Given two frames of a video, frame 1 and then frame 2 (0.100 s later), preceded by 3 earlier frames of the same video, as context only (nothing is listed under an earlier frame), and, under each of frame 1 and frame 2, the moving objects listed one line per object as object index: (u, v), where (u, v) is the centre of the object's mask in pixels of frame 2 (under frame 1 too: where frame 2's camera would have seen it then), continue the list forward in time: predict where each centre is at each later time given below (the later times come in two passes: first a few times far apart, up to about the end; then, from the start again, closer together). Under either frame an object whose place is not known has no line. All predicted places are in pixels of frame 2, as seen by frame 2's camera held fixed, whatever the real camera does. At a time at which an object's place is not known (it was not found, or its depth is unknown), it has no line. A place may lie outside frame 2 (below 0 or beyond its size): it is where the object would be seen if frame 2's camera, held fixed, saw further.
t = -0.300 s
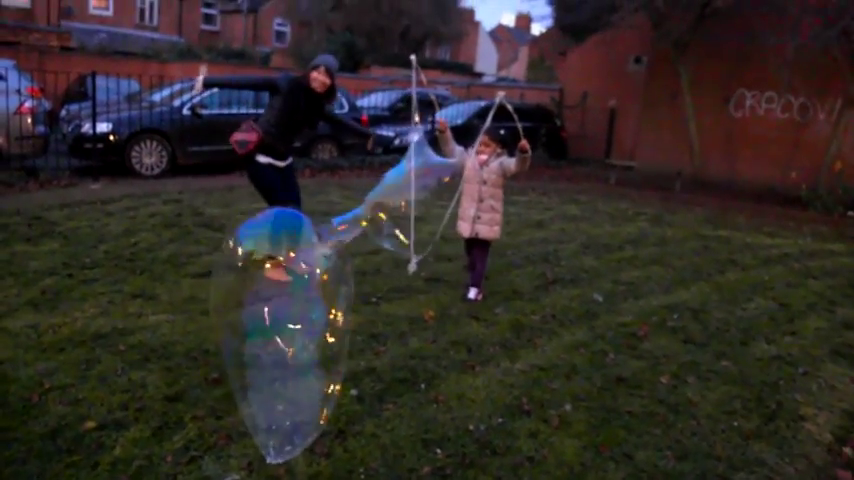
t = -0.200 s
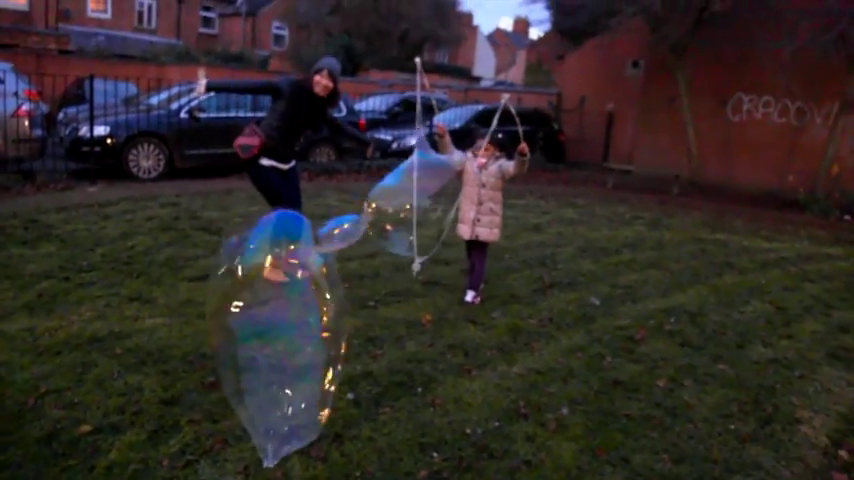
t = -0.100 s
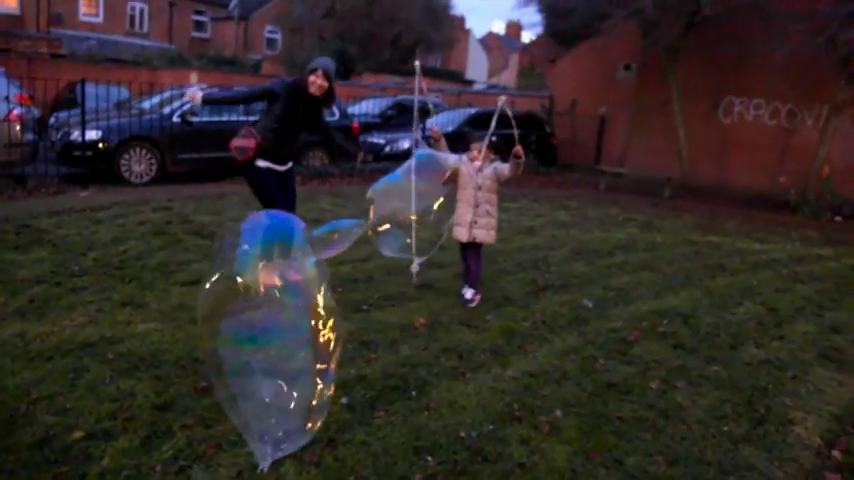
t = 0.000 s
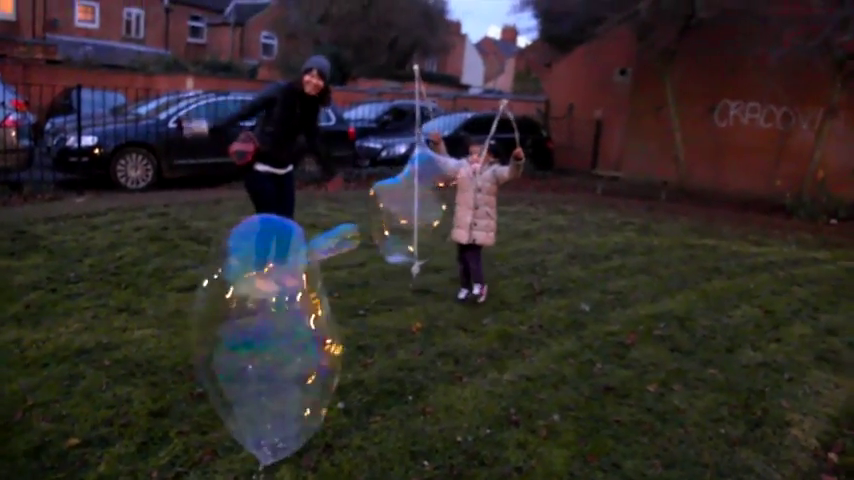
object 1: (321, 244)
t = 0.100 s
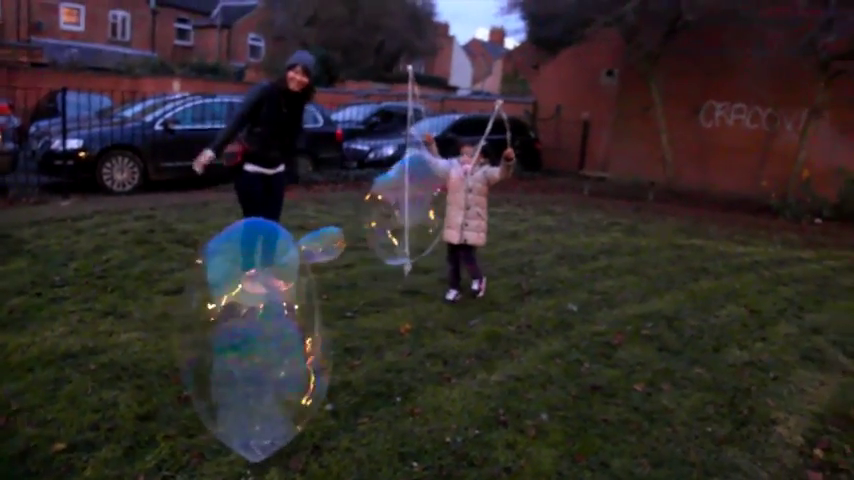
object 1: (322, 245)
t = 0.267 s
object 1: (318, 247)
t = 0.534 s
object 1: (322, 248)
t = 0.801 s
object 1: (306, 244)
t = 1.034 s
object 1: (299, 252)
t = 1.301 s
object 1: (288, 258)
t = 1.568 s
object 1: (278, 264)
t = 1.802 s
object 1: (265, 273)
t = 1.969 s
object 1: (260, 275)
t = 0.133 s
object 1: (322, 245)
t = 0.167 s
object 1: (321, 246)
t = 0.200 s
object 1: (319, 246)
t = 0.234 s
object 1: (318, 246)
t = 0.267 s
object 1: (318, 247)
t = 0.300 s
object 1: (317, 247)
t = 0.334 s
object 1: (317, 248)
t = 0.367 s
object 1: (316, 248)
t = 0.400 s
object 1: (317, 247)
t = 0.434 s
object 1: (317, 247)
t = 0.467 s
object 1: (319, 246)
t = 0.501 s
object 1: (321, 247)
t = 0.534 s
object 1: (322, 248)
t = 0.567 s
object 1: (321, 248)
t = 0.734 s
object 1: (311, 244)
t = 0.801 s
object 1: (306, 244)
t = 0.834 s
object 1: (304, 246)
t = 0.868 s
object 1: (303, 248)
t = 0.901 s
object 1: (301, 249)
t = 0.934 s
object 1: (300, 249)
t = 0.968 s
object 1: (300, 251)
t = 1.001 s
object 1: (300, 252)
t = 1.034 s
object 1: (299, 252)
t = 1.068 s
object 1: (298, 252)
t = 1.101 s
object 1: (295, 251)
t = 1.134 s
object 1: (292, 253)
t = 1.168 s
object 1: (293, 254)
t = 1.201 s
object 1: (292, 255)
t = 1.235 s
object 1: (292, 257)
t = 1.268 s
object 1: (291, 258)
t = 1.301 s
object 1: (288, 258)
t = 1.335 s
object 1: (287, 258)
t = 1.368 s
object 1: (285, 259)
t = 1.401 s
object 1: (283, 261)
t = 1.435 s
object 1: (282, 260)
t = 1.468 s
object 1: (282, 261)
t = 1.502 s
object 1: (282, 263)
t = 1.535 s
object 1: (281, 264)
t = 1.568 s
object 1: (278, 264)
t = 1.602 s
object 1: (277, 265)
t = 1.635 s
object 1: (268, 272)
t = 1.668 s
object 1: (267, 273)
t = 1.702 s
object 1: (267, 273)
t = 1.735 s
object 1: (267, 273)
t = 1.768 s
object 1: (266, 273)
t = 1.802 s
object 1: (265, 273)
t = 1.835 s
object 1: (264, 274)
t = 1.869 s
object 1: (262, 274)
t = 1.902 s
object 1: (261, 274)
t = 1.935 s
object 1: (260, 274)
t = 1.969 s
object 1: (260, 275)
